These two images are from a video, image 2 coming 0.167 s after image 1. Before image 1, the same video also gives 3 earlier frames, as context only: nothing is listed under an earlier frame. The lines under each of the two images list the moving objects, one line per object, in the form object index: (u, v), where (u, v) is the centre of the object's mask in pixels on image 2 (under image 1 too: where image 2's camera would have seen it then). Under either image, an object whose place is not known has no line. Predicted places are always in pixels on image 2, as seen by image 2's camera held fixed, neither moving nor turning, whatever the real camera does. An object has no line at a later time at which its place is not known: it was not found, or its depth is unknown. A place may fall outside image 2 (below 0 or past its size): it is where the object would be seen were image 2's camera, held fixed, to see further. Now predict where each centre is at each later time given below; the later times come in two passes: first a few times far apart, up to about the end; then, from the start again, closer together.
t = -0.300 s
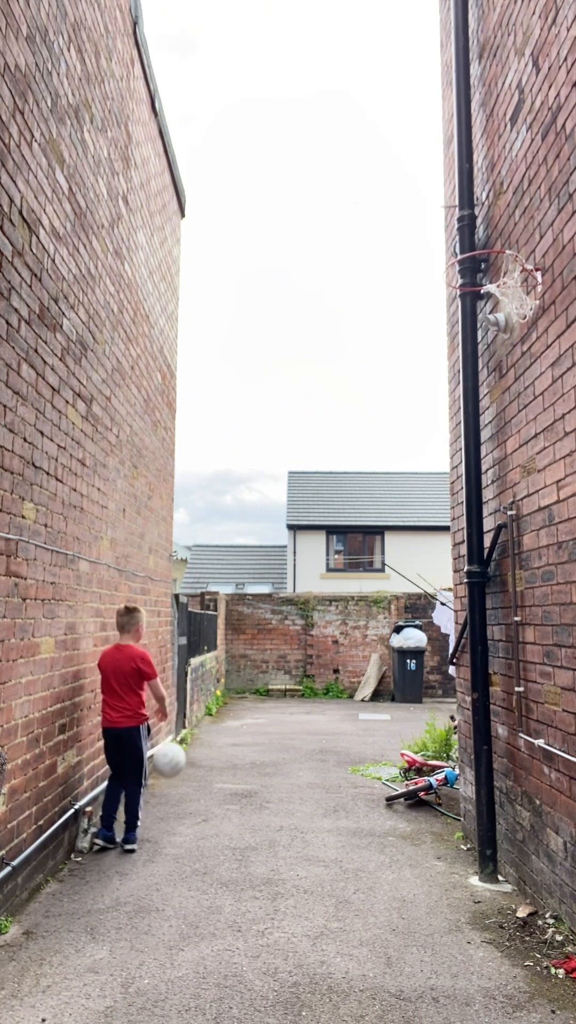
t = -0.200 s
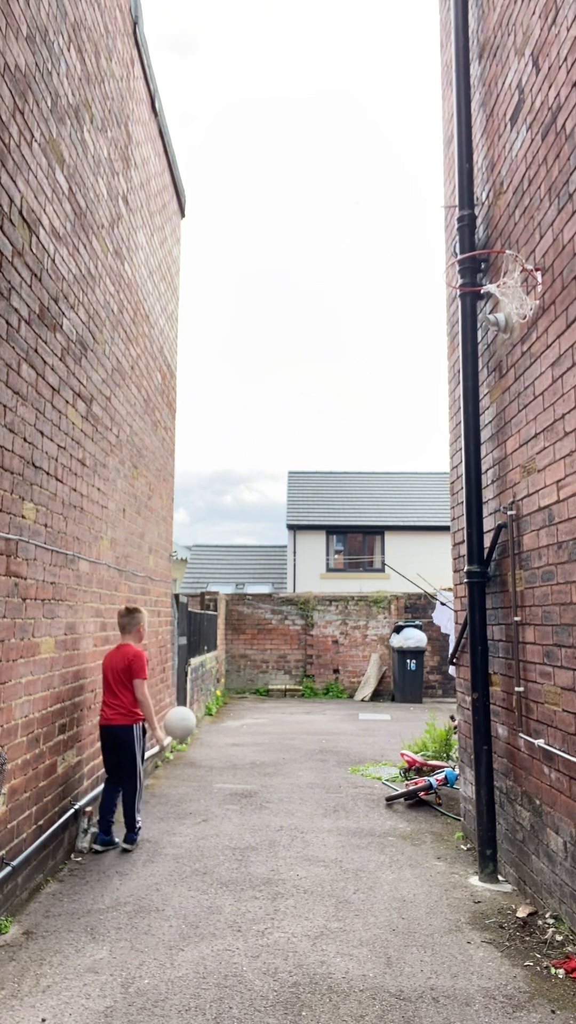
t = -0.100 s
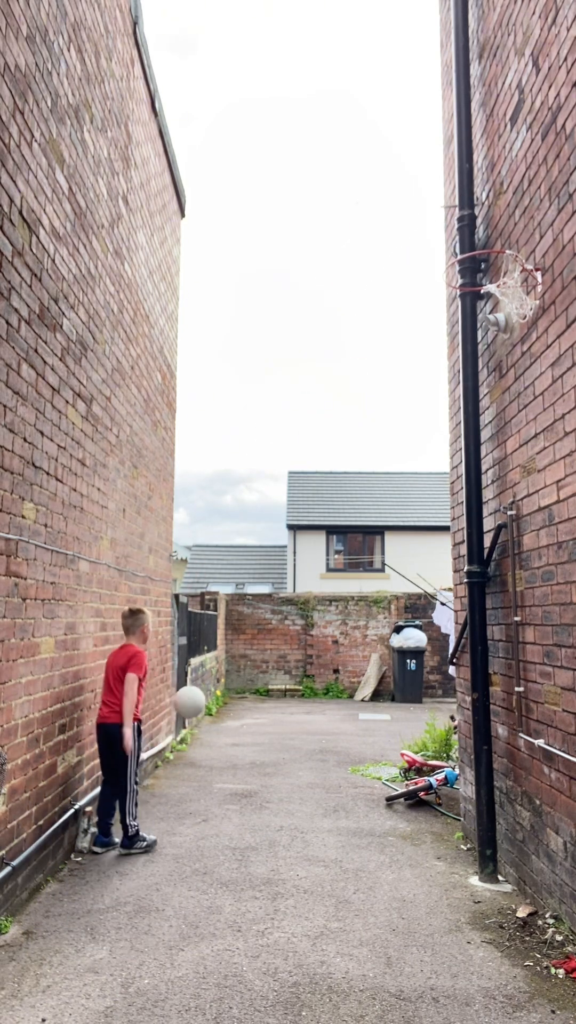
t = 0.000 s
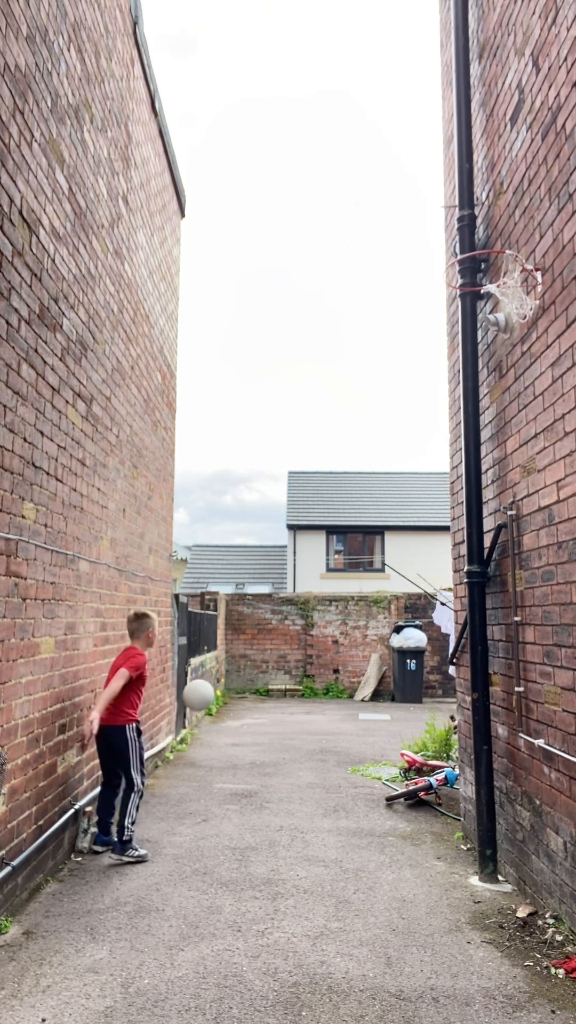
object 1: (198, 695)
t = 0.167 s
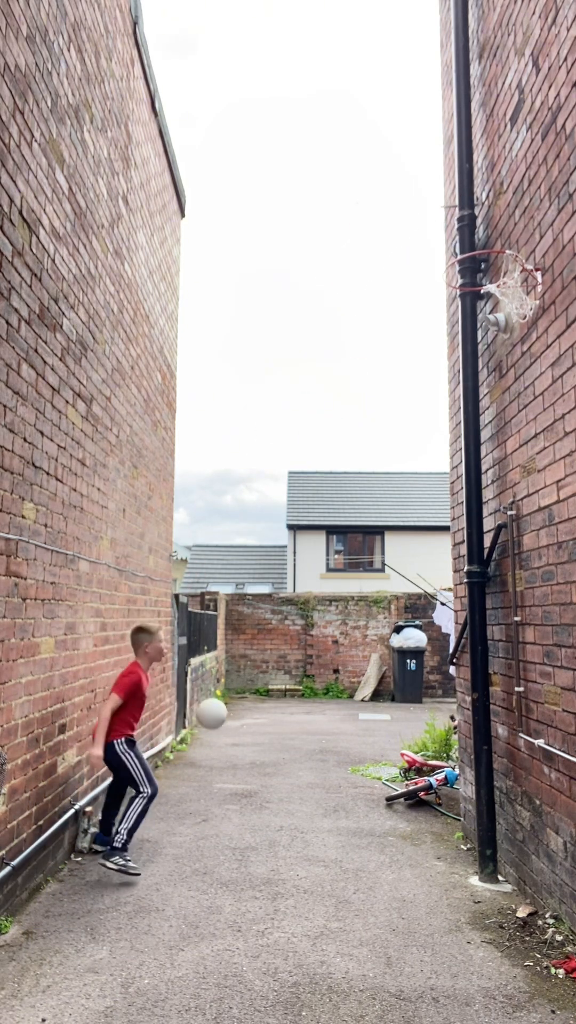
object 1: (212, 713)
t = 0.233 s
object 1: (217, 731)
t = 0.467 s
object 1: (236, 754)
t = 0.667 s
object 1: (254, 718)
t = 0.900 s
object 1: (274, 740)
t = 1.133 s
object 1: (298, 751)
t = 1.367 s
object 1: (327, 740)
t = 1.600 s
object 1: (355, 760)
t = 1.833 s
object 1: (383, 745)
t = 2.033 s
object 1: (402, 763)
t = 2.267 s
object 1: (390, 765)
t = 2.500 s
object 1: (389, 766)
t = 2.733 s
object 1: (393, 768)
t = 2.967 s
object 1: (400, 768)
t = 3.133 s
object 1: (411, 766)
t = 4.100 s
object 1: (410, 768)
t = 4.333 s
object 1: (410, 769)
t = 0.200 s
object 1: (214, 721)
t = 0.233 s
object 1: (217, 731)
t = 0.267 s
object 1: (219, 742)
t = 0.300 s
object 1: (222, 754)
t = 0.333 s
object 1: (224, 768)
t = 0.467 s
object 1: (236, 754)
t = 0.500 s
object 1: (239, 744)
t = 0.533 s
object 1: (243, 736)
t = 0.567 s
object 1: (246, 729)
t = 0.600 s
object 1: (249, 724)
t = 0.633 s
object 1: (251, 720)
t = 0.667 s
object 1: (254, 718)
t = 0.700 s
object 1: (257, 717)
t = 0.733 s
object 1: (260, 718)
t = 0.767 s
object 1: (263, 719)
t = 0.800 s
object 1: (266, 723)
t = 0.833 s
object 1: (268, 727)
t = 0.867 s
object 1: (271, 733)
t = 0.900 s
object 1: (274, 740)
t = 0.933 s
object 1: (276, 749)
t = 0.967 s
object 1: (279, 758)
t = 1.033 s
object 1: (285, 777)
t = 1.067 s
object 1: (289, 767)
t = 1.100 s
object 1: (293, 758)
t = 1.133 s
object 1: (298, 751)
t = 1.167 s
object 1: (302, 746)
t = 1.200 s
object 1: (306, 741)
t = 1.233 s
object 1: (311, 738)
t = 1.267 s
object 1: (315, 737)
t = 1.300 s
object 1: (319, 736)
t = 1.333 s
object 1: (323, 737)
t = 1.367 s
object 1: (327, 740)
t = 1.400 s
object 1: (332, 743)
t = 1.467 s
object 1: (339, 754)
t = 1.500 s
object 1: (343, 762)
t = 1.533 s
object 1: (347, 771)
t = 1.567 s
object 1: (351, 767)
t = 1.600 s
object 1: (355, 760)
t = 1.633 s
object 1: (359, 754)
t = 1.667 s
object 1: (363, 749)
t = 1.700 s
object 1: (367, 746)
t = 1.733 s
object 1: (371, 744)
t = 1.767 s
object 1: (375, 742)
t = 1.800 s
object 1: (379, 743)
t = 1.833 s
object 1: (383, 745)
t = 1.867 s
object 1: (387, 747)
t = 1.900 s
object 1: (391, 751)
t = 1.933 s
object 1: (394, 756)
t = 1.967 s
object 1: (398, 761)
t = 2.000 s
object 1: (402, 765)
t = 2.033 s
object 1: (402, 763)
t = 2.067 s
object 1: (398, 760)
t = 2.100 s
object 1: (396, 761)
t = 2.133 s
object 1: (394, 763)
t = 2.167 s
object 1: (391, 765)
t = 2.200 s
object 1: (391, 765)
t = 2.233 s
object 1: (390, 764)
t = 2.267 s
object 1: (390, 765)
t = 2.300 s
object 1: (389, 765)
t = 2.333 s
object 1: (389, 766)
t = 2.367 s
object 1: (389, 766)
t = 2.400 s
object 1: (388, 766)
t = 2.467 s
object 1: (388, 766)
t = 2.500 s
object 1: (389, 766)
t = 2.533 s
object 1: (389, 767)
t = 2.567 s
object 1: (389, 767)
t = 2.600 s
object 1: (389, 767)
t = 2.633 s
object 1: (390, 768)
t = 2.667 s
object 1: (391, 768)
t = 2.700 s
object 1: (393, 768)
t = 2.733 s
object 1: (393, 768)
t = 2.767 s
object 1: (393, 768)
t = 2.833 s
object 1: (396, 768)
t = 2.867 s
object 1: (397, 768)
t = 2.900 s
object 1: (398, 768)
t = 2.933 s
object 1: (399, 768)
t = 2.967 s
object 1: (400, 768)
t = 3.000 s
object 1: (402, 768)
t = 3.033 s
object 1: (404, 768)
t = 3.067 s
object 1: (405, 768)
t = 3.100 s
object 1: (406, 768)
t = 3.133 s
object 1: (411, 766)
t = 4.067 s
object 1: (408, 765)
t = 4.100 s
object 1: (410, 768)
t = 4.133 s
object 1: (410, 768)
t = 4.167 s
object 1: (410, 768)
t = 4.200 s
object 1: (410, 768)
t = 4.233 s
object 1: (410, 768)
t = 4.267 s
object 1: (410, 769)
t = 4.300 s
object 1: (410, 769)
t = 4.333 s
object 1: (410, 769)
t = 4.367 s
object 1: (410, 769)
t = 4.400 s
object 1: (410, 769)
